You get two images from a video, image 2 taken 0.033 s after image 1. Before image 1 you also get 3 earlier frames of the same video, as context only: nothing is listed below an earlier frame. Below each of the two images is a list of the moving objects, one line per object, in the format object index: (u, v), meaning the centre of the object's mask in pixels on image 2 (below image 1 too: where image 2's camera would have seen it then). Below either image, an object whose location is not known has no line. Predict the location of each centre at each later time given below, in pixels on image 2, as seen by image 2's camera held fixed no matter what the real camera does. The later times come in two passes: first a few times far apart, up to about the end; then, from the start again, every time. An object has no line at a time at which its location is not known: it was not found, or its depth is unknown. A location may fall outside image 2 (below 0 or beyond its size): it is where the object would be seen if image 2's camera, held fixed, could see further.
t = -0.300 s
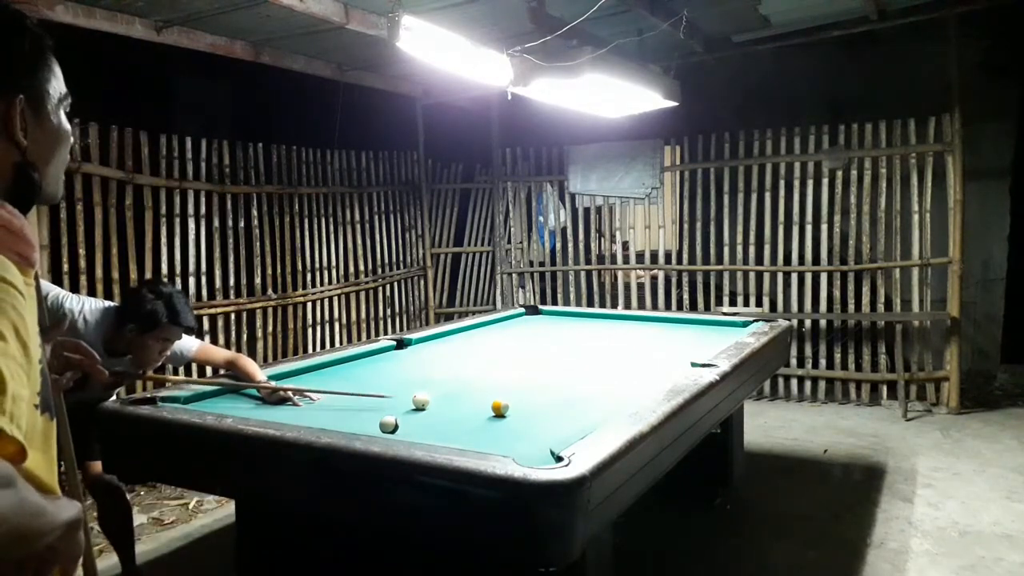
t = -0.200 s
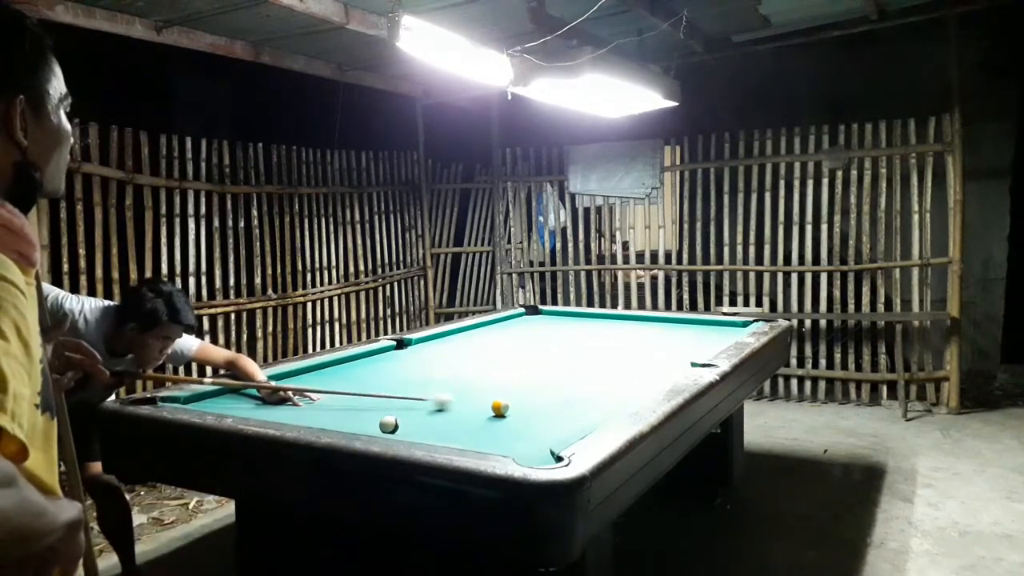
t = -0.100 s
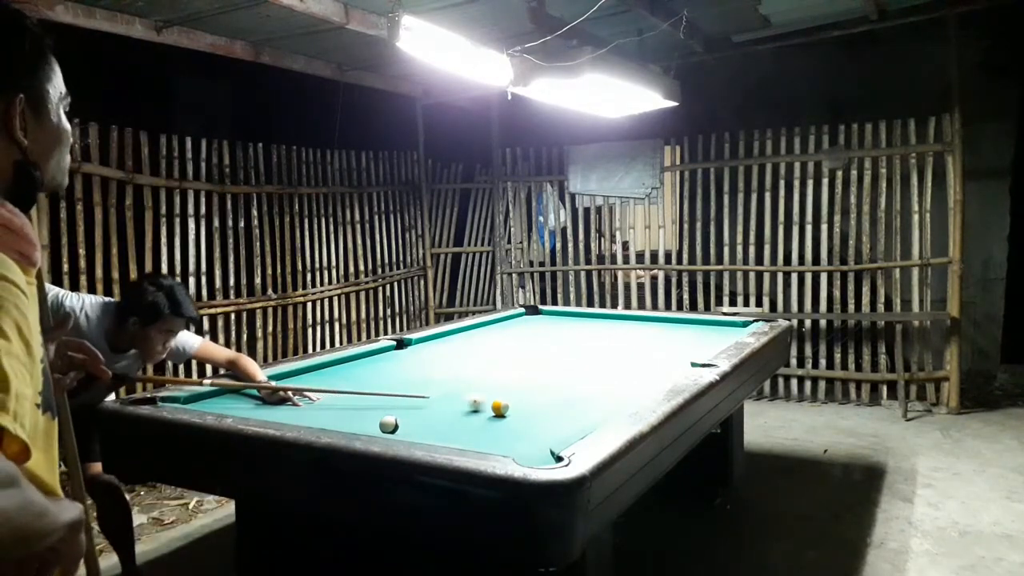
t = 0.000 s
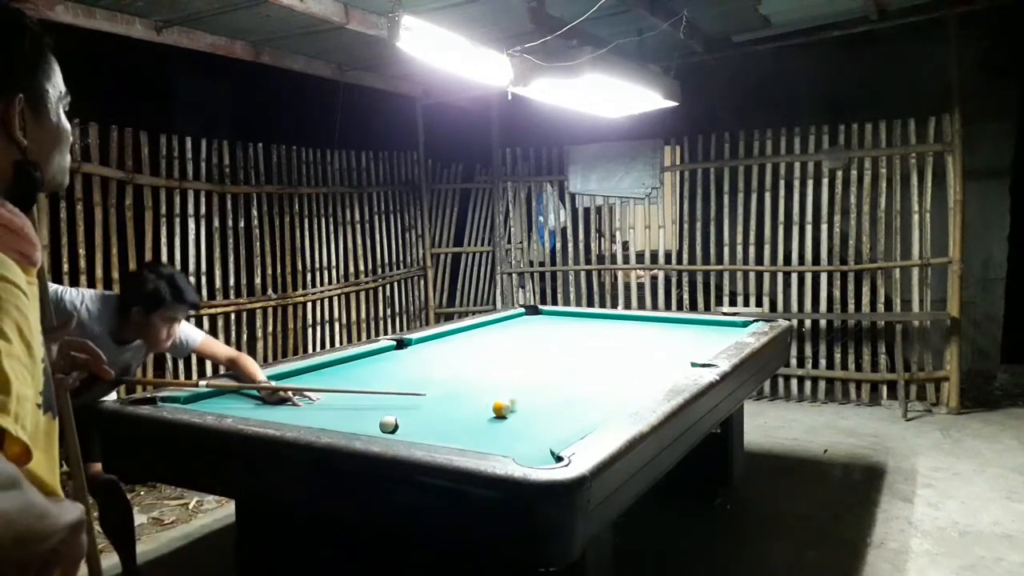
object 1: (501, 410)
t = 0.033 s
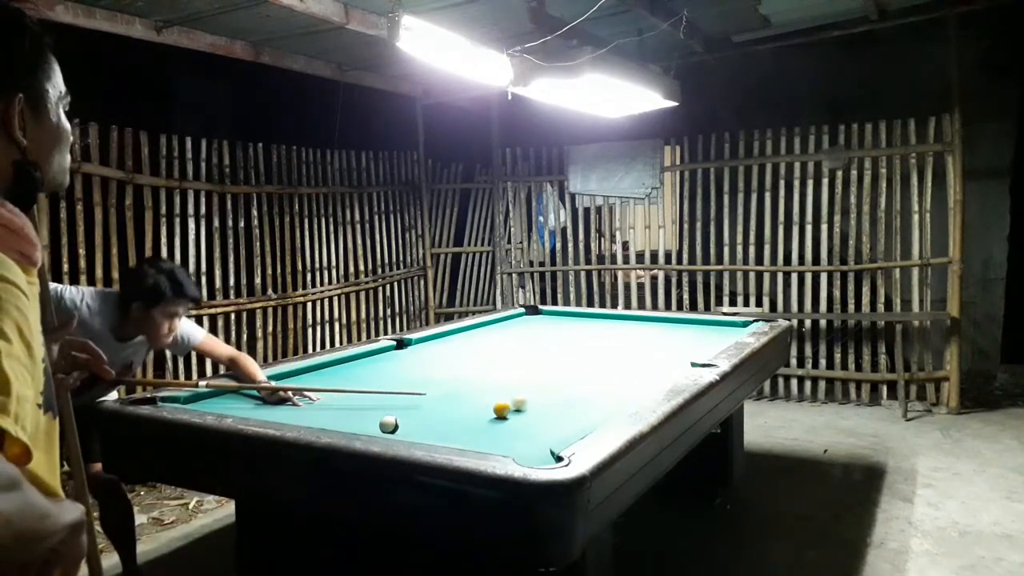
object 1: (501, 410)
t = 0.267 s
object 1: (507, 415)
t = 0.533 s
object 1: (512, 419)
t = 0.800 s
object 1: (518, 425)
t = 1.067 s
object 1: (523, 428)
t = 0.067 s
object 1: (503, 410)
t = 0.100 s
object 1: (503, 412)
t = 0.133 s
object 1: (504, 413)
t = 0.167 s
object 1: (505, 413)
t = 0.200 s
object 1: (506, 414)
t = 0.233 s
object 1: (506, 414)
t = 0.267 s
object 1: (507, 415)
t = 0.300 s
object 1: (508, 415)
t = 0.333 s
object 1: (508, 416)
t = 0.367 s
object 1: (509, 417)
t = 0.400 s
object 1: (510, 417)
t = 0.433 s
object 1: (510, 418)
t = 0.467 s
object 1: (511, 419)
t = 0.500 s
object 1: (511, 420)
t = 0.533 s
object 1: (512, 419)
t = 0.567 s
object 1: (513, 420)
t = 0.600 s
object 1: (514, 421)
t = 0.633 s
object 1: (515, 423)
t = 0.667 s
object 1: (515, 423)
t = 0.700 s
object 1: (516, 424)
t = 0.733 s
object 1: (517, 425)
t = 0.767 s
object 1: (517, 424)
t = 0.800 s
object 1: (518, 425)
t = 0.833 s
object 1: (519, 426)
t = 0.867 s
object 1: (519, 427)
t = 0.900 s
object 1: (520, 427)
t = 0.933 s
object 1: (520, 428)
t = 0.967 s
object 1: (521, 428)
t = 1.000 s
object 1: (522, 427)
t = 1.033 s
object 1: (522, 428)
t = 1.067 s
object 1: (523, 428)
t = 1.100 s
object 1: (523, 429)
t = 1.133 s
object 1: (524, 429)
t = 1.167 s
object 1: (524, 429)
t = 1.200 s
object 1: (525, 431)
